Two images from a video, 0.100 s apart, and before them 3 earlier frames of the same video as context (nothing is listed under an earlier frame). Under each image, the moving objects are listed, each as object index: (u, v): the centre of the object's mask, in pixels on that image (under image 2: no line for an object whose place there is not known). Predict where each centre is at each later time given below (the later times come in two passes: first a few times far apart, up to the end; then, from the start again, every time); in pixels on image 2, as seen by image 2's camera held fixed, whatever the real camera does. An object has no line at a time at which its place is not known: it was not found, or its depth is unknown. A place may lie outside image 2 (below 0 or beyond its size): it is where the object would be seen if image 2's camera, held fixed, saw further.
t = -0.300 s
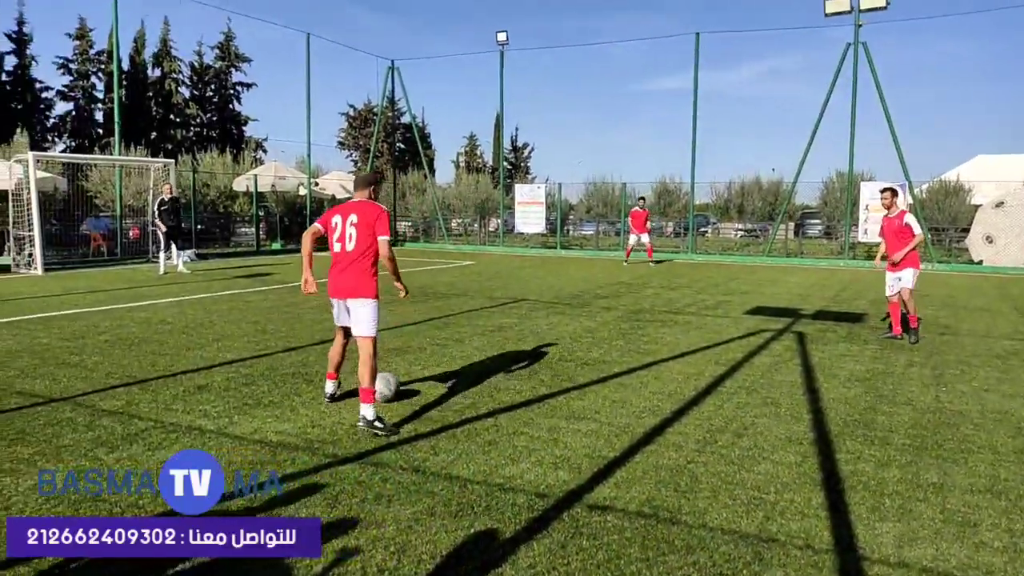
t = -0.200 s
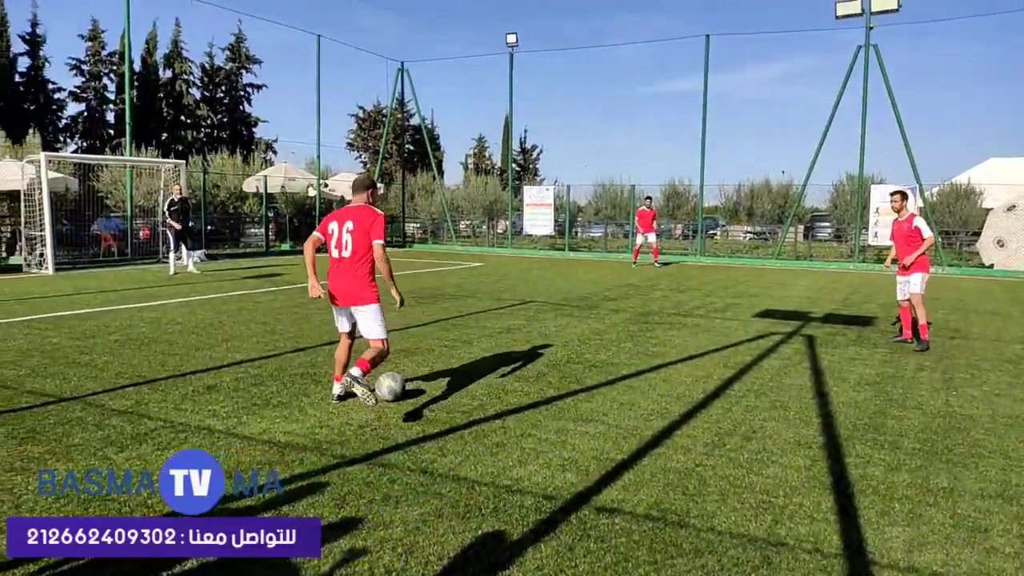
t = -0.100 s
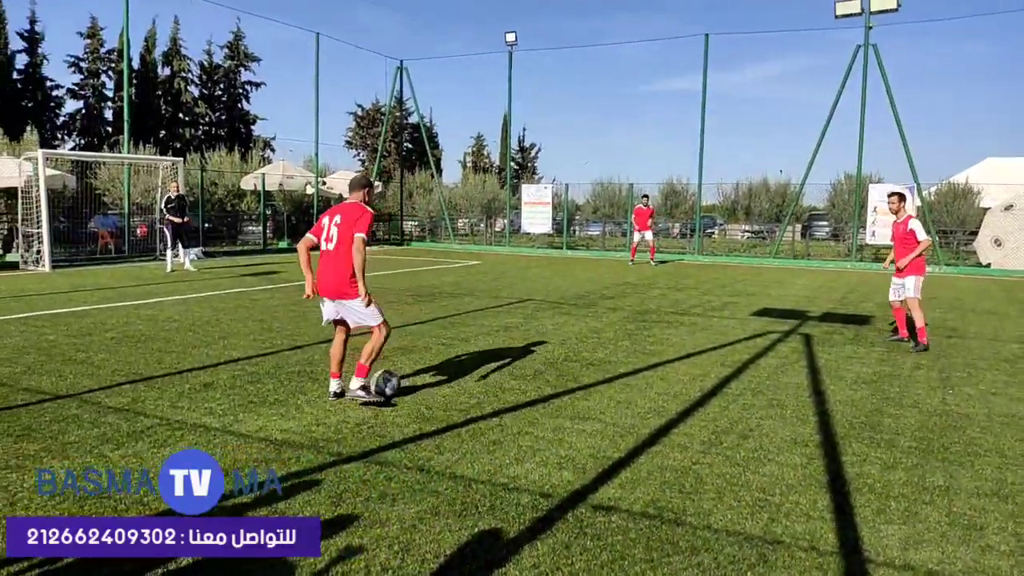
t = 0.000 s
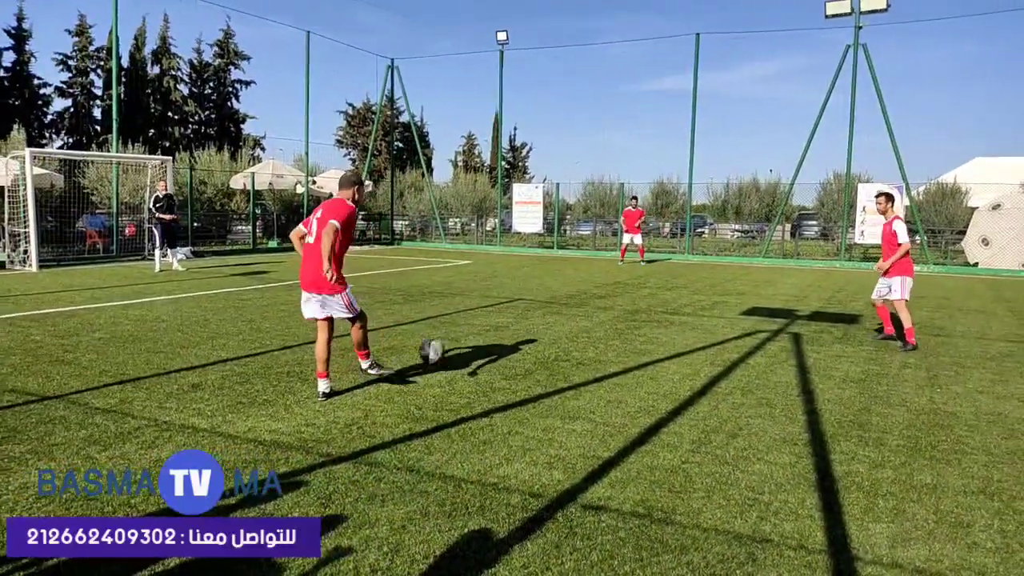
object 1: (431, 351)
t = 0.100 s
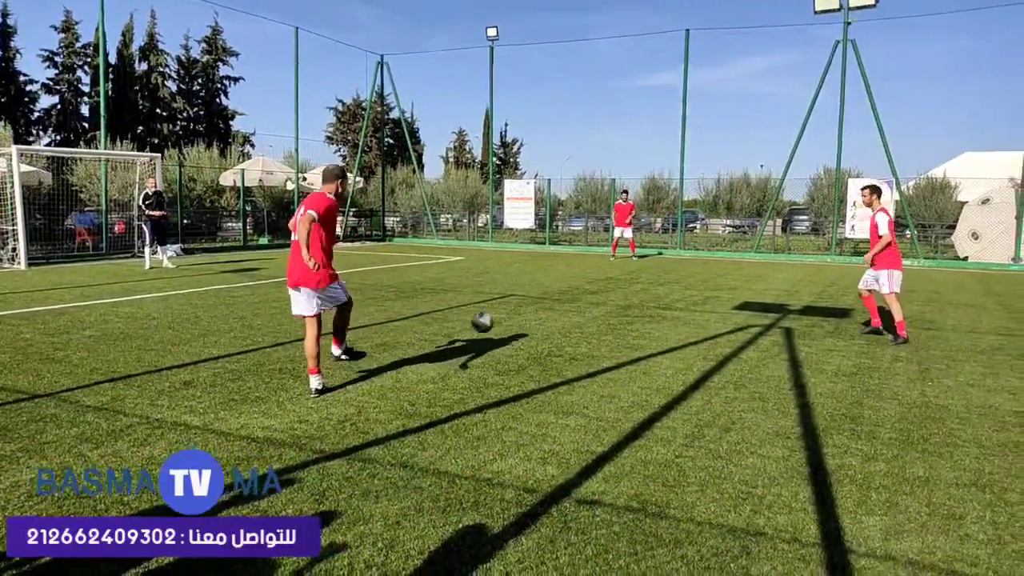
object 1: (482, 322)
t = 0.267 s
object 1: (548, 307)
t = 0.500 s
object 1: (600, 288)
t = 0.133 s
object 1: (498, 316)
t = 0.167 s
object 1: (512, 312)
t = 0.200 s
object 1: (525, 309)
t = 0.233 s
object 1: (537, 308)
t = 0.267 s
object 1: (548, 307)
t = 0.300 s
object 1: (558, 306)
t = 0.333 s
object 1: (567, 304)
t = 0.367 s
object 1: (574, 299)
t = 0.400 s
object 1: (581, 295)
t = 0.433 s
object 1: (589, 292)
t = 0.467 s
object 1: (594, 289)
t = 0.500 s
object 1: (600, 288)
